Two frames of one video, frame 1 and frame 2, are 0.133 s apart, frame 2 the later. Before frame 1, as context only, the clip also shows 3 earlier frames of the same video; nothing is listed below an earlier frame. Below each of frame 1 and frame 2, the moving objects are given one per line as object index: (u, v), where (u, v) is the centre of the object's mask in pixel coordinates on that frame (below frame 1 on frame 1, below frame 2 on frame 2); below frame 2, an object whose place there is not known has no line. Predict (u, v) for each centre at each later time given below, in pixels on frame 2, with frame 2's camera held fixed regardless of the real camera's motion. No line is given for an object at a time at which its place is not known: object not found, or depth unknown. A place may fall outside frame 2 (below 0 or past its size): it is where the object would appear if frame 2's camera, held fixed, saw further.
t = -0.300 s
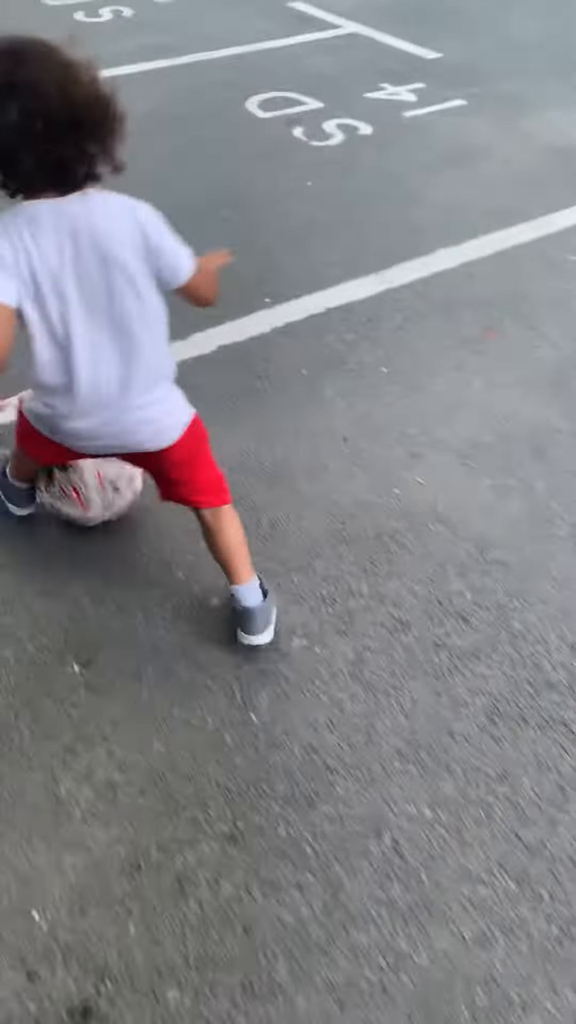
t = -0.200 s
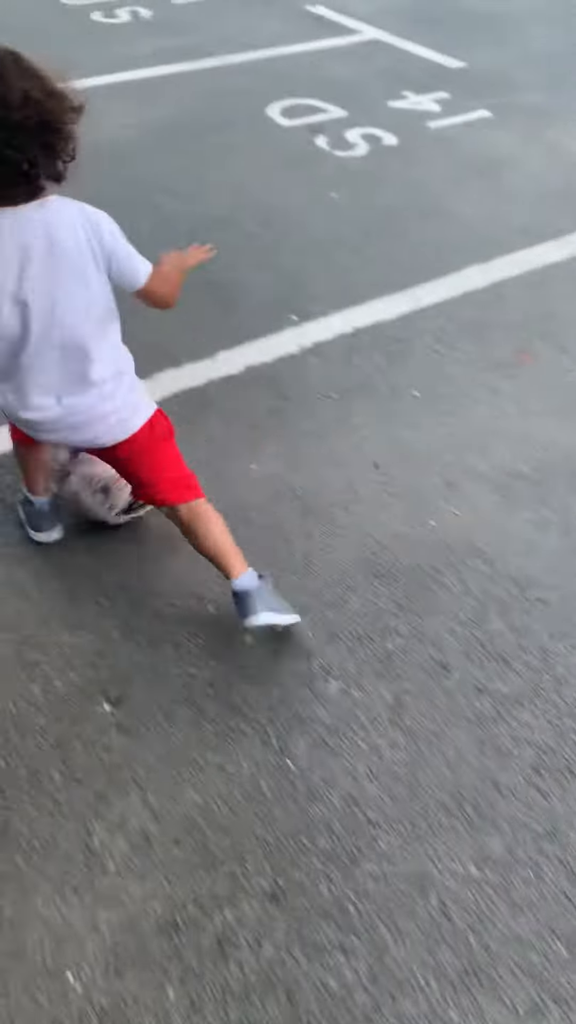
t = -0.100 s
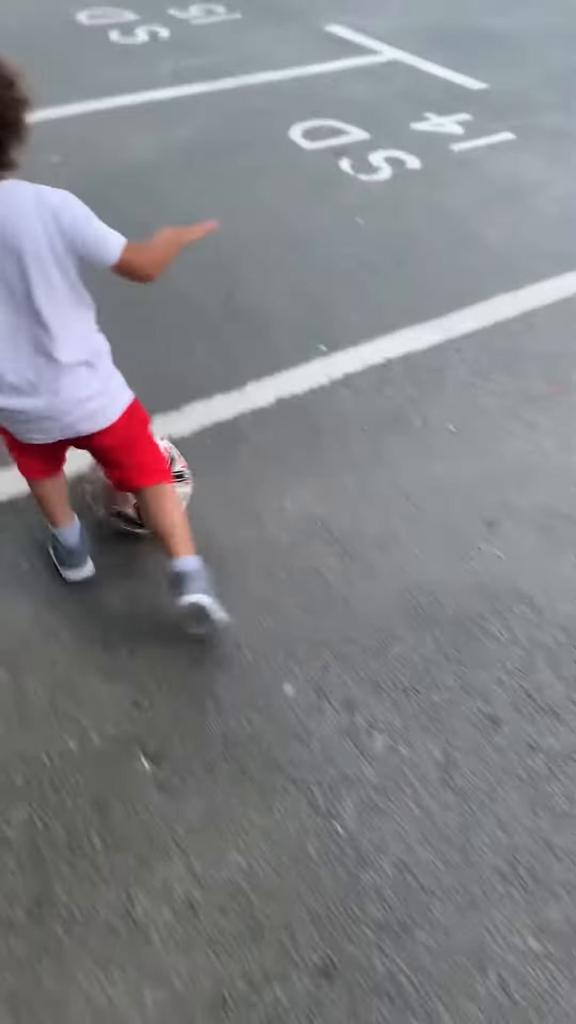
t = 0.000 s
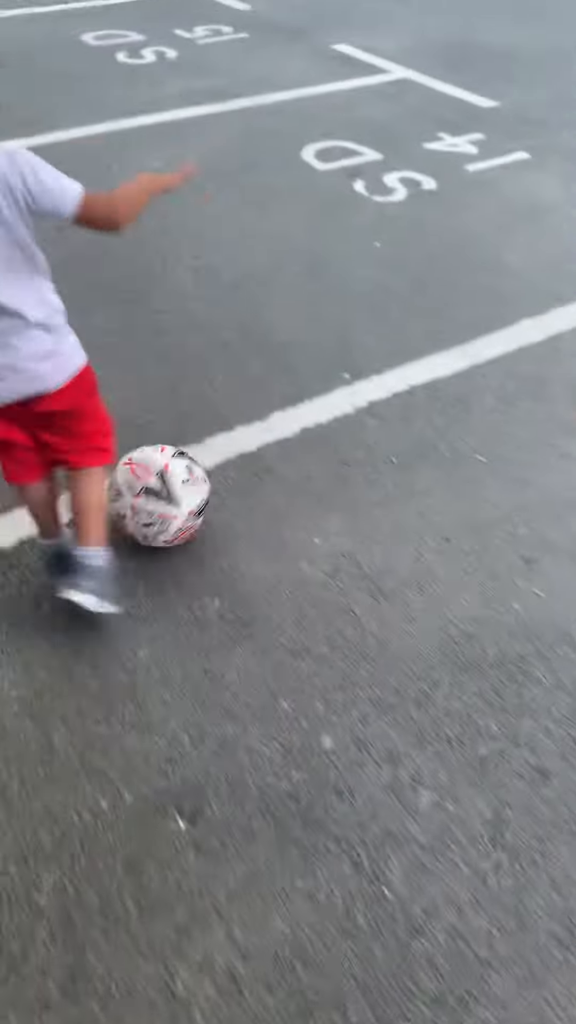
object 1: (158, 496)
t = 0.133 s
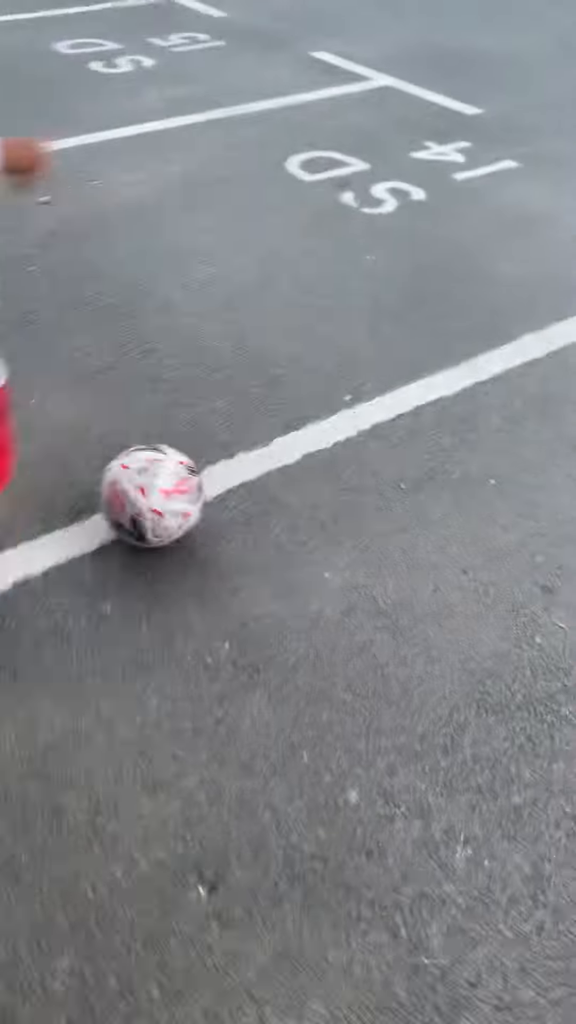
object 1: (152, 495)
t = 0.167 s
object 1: (148, 486)
